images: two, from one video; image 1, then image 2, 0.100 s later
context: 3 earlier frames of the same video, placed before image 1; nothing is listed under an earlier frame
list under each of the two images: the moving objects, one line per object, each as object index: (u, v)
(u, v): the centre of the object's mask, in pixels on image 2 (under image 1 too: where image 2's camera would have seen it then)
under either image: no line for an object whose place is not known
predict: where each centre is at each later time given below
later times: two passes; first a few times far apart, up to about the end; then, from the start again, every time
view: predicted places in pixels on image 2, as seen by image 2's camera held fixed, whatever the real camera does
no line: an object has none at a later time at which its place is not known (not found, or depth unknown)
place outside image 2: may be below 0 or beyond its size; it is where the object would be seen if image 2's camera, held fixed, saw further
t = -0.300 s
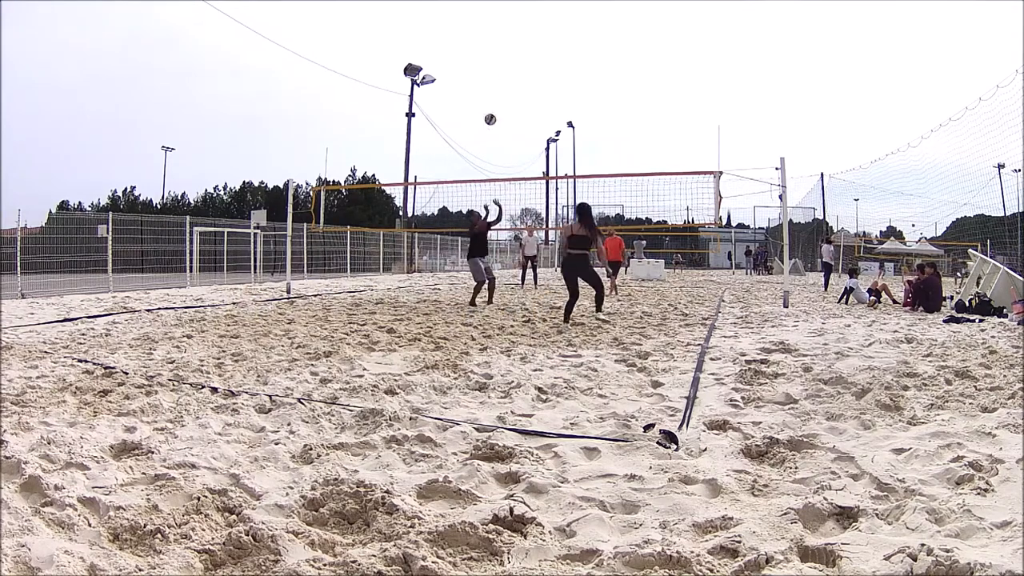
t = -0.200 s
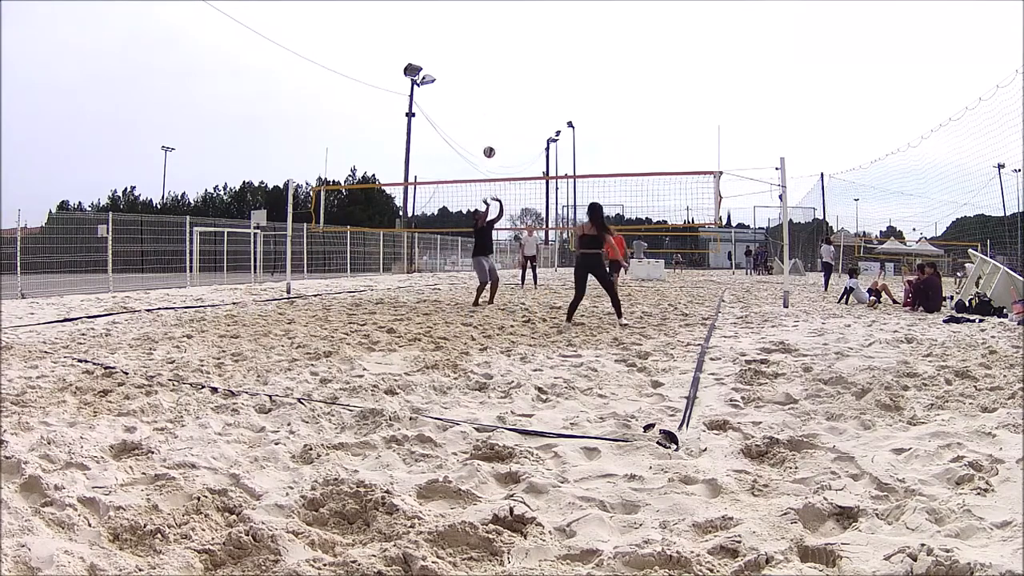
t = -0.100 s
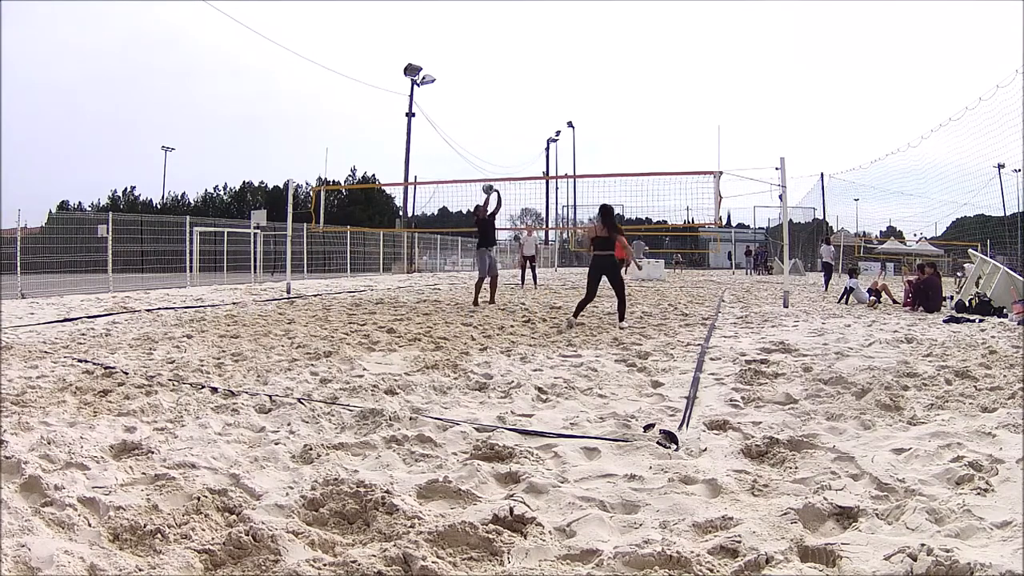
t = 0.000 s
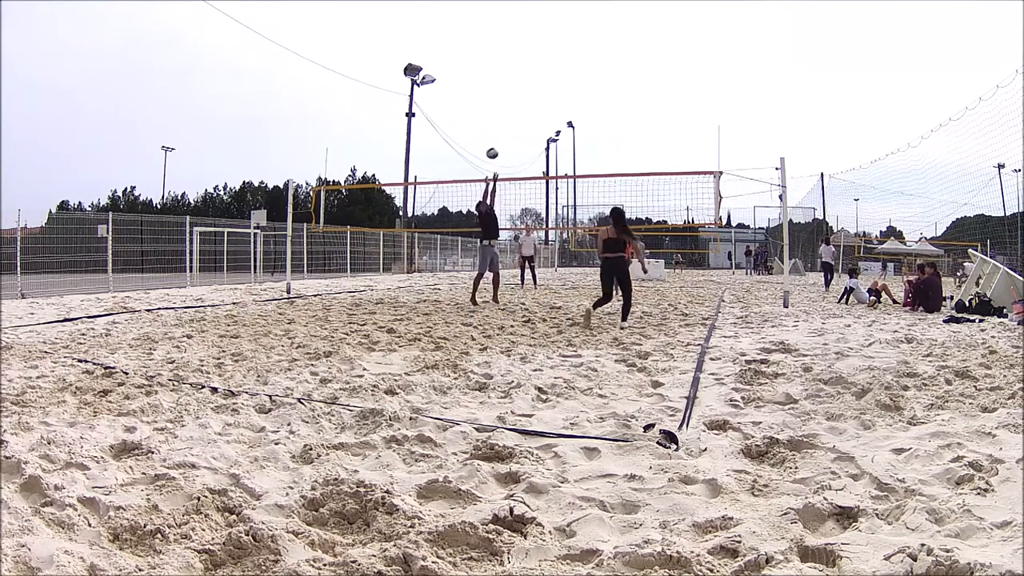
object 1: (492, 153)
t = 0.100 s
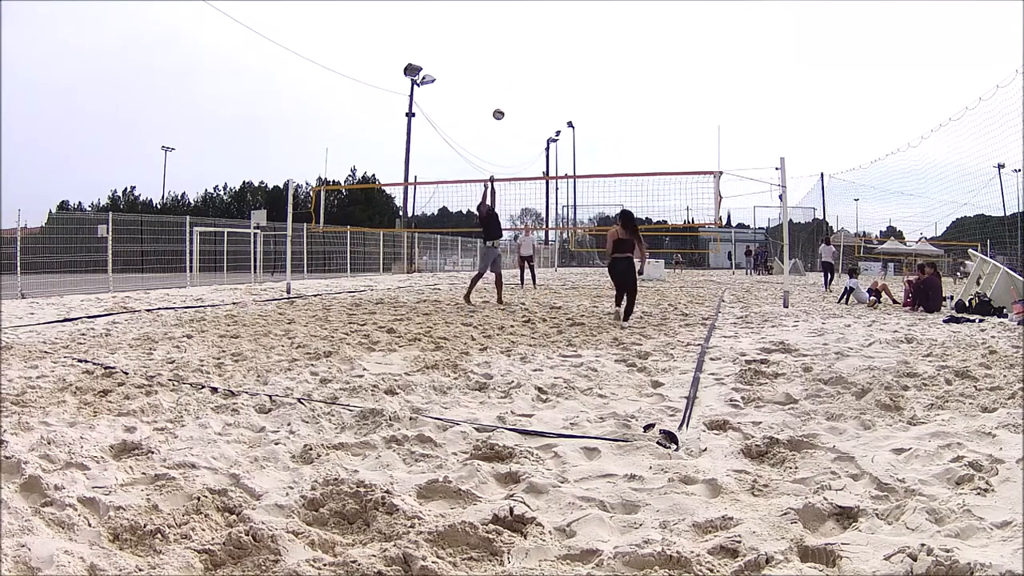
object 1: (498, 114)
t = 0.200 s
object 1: (505, 82)
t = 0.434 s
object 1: (521, 29)
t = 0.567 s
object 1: (530, 12)
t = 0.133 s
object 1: (500, 103)
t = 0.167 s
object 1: (503, 92)
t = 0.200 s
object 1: (505, 82)
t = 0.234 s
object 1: (507, 72)
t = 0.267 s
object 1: (510, 64)
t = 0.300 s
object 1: (512, 55)
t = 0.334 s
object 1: (514, 48)
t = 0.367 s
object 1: (517, 41)
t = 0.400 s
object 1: (519, 34)
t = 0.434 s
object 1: (521, 29)
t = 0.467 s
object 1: (523, 24)
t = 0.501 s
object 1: (525, 19)
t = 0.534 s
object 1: (527, 15)
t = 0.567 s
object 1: (530, 12)
